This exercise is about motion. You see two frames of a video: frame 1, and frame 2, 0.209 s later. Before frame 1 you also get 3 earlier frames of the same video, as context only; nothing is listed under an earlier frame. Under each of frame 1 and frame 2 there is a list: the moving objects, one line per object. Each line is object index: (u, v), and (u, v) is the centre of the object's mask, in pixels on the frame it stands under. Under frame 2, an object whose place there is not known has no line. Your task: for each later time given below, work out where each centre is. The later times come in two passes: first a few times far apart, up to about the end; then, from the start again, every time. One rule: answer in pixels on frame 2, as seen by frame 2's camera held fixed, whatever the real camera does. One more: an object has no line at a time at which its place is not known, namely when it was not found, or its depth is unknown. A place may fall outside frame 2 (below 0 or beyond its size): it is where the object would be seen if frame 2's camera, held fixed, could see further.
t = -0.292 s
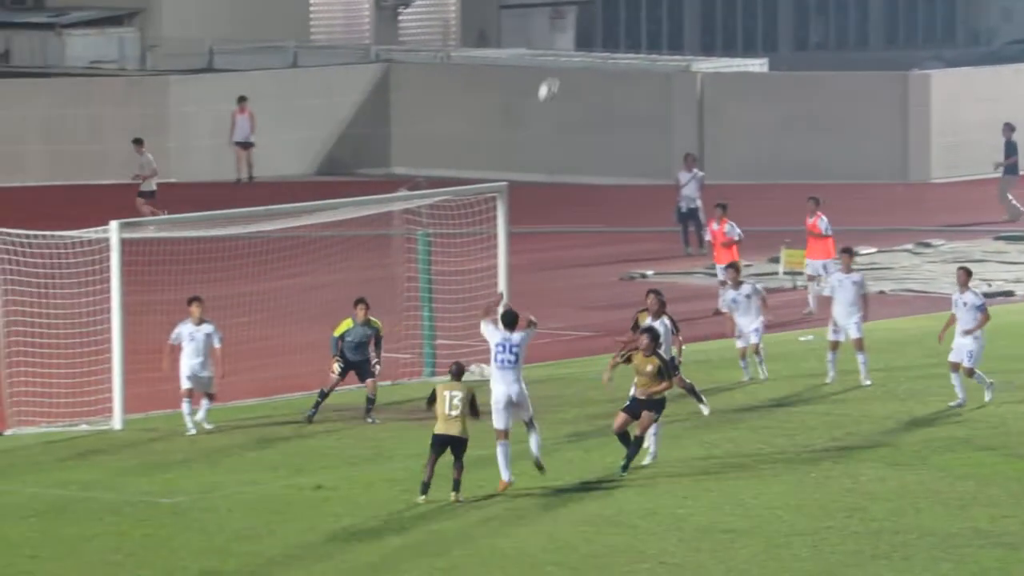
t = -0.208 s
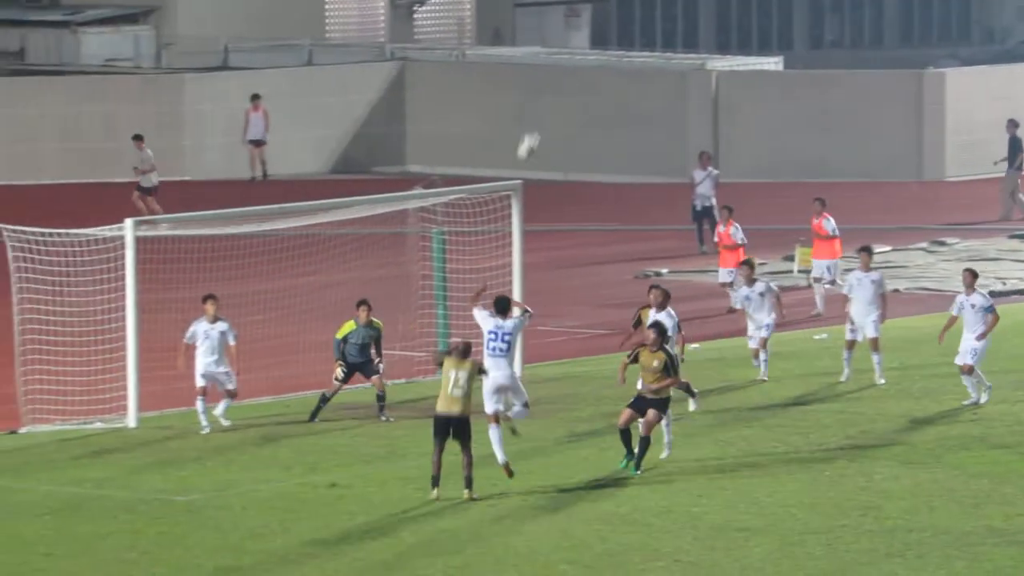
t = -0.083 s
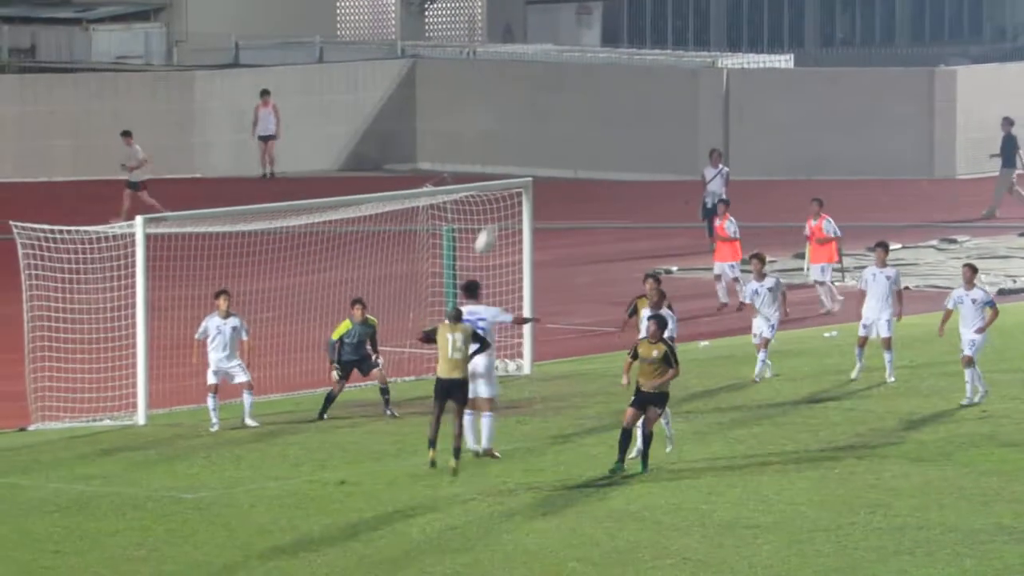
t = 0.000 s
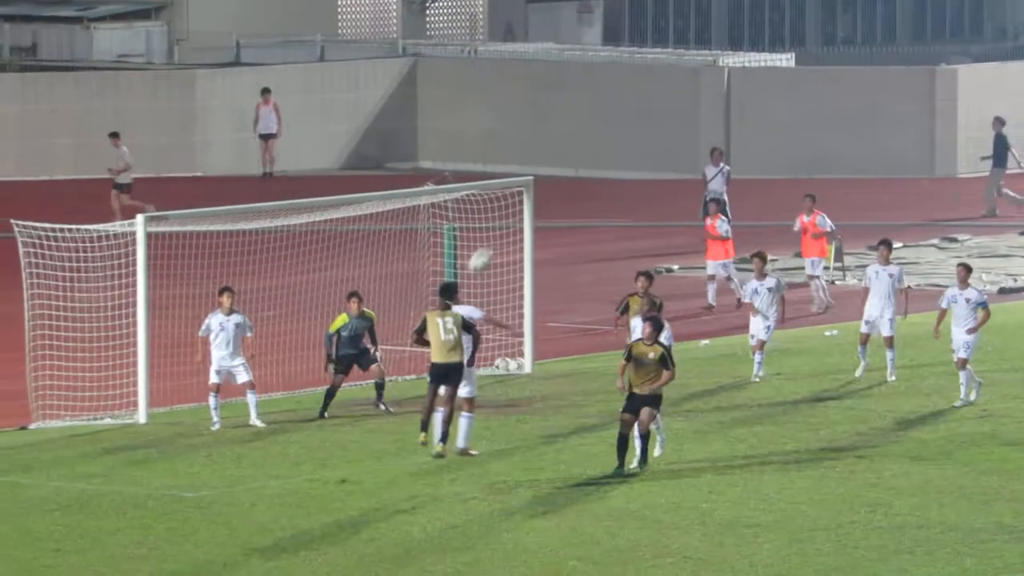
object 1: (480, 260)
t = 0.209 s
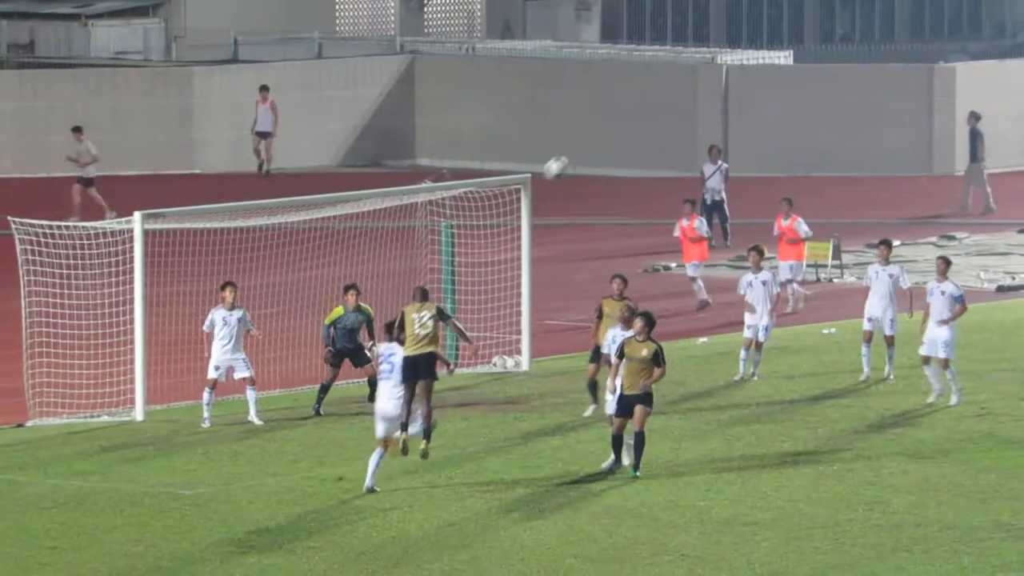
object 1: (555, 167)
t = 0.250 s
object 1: (570, 154)
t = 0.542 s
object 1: (678, 108)
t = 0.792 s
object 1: (767, 129)
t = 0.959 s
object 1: (824, 175)
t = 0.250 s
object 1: (570, 154)
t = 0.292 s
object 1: (586, 142)
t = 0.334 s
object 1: (602, 132)
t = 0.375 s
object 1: (617, 124)
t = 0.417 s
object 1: (632, 118)
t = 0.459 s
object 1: (647, 112)
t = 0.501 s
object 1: (663, 109)
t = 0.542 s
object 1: (678, 108)
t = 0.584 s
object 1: (692, 107)
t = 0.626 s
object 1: (707, 108)
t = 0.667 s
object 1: (723, 111)
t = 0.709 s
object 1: (738, 116)
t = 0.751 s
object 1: (752, 121)
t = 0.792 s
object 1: (767, 129)
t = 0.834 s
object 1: (781, 138)
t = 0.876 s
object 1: (796, 149)
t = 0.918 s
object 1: (809, 161)
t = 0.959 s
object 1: (824, 175)
